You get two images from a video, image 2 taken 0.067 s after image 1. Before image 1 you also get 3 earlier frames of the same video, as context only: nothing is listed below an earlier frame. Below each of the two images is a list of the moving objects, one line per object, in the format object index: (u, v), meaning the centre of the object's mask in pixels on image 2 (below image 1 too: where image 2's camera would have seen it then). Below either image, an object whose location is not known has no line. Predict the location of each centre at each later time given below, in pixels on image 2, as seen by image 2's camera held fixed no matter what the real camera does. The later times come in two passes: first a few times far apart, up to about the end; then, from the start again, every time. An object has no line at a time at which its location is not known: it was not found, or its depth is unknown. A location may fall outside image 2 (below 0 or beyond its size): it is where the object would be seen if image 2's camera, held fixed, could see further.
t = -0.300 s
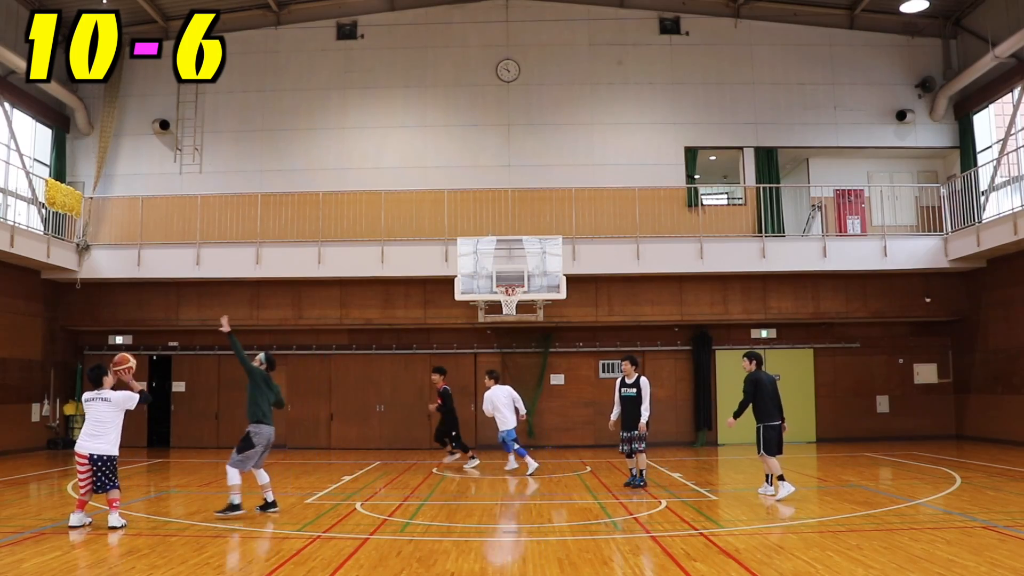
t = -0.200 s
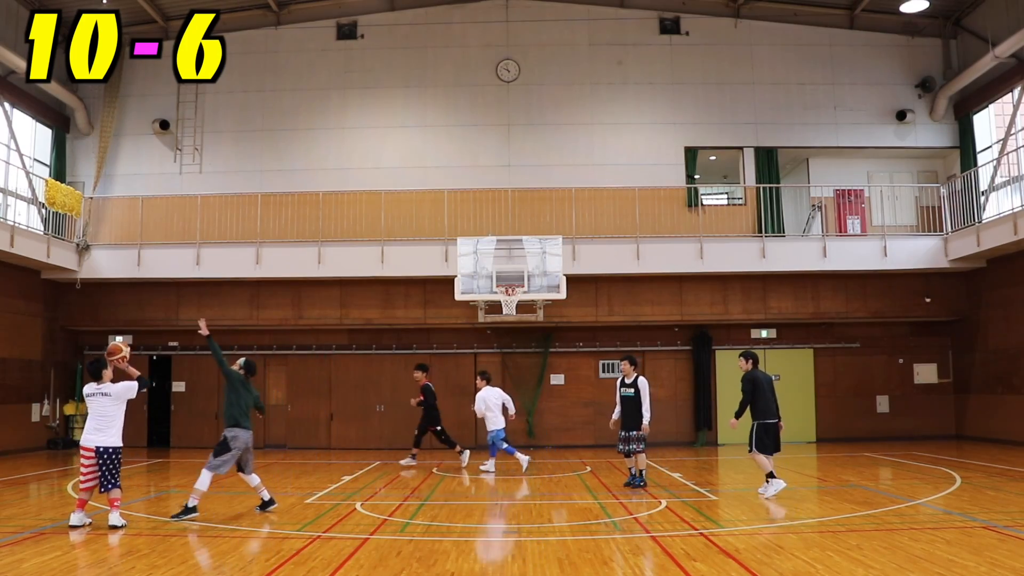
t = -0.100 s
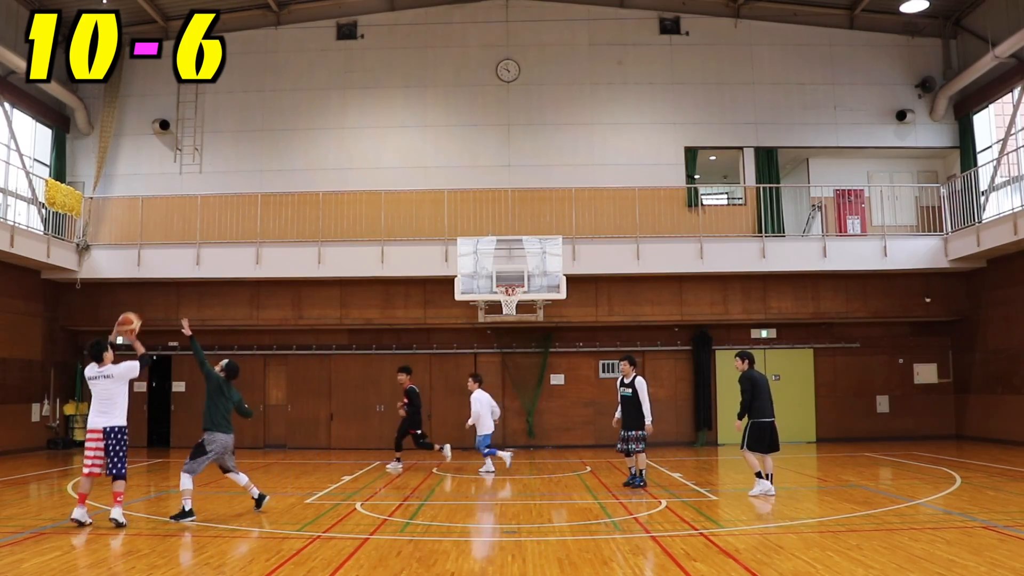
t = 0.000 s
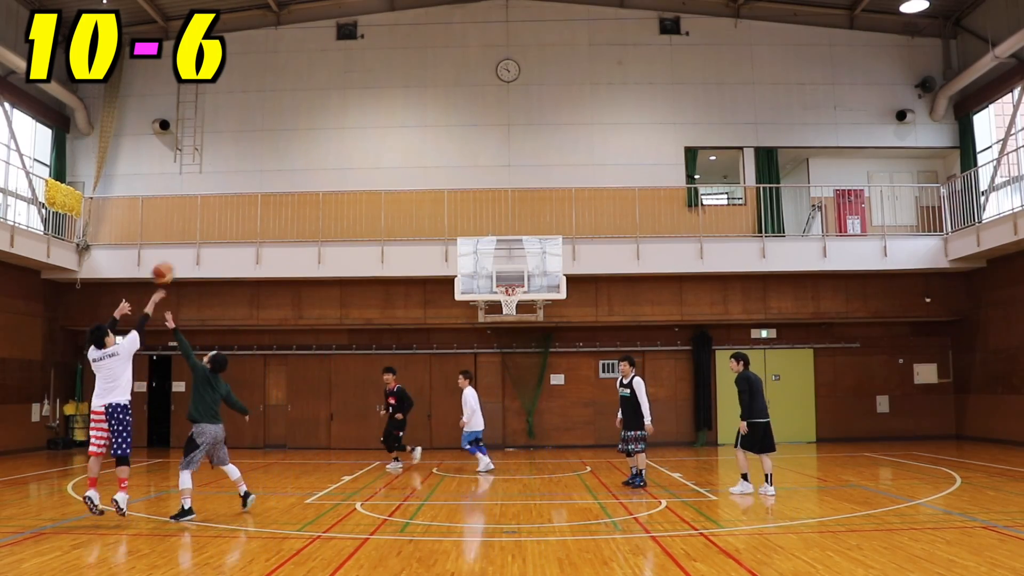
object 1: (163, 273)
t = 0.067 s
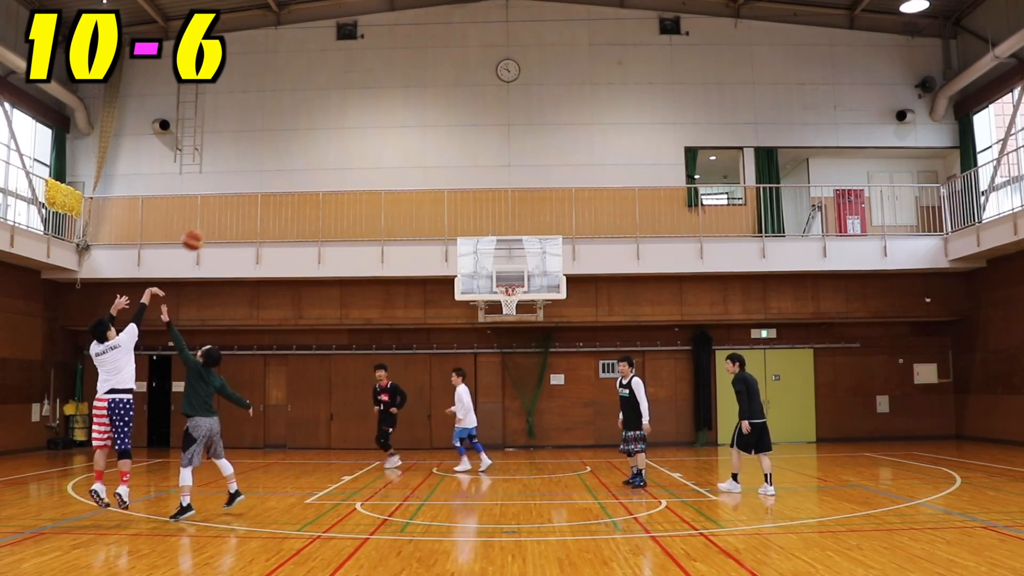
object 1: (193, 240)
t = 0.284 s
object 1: (277, 172)
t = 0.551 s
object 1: (359, 149)
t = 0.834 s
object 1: (427, 178)
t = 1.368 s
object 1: (485, 321)
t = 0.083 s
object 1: (200, 233)
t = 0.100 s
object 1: (207, 226)
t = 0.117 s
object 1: (213, 220)
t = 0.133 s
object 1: (220, 214)
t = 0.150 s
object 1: (226, 209)
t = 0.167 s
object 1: (234, 202)
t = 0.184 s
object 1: (241, 197)
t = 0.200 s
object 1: (246, 193)
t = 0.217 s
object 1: (254, 188)
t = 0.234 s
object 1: (259, 184)
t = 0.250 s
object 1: (266, 180)
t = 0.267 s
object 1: (272, 175)
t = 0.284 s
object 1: (277, 172)
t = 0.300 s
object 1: (283, 169)
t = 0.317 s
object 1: (289, 166)
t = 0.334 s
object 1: (294, 164)
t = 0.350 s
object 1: (299, 161)
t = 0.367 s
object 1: (305, 158)
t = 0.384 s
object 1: (310, 157)
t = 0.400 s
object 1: (315, 155)
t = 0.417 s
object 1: (321, 153)
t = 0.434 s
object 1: (326, 152)
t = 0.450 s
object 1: (330, 151)
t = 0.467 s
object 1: (336, 150)
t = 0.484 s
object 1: (340, 150)
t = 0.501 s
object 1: (344, 149)
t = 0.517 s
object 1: (350, 149)
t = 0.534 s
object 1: (354, 149)
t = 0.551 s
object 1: (359, 149)
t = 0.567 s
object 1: (364, 149)
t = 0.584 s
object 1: (368, 150)
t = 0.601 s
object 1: (372, 151)
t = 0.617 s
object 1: (377, 152)
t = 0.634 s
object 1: (381, 153)
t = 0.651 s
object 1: (384, 154)
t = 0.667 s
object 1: (389, 155)
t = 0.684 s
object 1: (393, 157)
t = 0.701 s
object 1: (397, 159)
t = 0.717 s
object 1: (401, 161)
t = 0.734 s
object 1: (404, 163)
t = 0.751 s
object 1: (408, 165)
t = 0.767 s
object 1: (412, 168)
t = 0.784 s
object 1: (416, 170)
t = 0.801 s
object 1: (419, 173)
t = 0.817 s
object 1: (423, 176)
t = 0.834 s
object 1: (427, 178)
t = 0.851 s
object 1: (430, 181)
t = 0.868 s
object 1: (433, 185)
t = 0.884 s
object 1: (437, 188)
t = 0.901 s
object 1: (440, 192)
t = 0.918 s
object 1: (444, 196)
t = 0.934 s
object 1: (446, 199)
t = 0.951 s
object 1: (450, 203)
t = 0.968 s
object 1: (453, 208)
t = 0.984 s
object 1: (456, 212)
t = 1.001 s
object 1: (460, 216)
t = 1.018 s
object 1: (463, 221)
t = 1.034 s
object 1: (467, 226)
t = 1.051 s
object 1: (470, 229)
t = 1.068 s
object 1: (473, 234)
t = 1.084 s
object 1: (476, 240)
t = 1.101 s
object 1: (479, 243)
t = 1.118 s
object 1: (482, 249)
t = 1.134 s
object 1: (485, 255)
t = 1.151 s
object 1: (488, 259)
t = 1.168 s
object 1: (491, 265)
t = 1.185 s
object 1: (494, 271)
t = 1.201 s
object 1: (497, 276)
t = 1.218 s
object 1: (499, 281)
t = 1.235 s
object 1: (500, 286)
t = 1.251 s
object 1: (498, 289)
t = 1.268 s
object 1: (496, 294)
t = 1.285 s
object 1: (494, 297)
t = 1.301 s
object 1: (492, 301)
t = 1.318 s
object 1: (491, 306)
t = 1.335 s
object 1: (489, 311)
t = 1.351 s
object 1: (487, 314)
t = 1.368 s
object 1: (485, 321)
